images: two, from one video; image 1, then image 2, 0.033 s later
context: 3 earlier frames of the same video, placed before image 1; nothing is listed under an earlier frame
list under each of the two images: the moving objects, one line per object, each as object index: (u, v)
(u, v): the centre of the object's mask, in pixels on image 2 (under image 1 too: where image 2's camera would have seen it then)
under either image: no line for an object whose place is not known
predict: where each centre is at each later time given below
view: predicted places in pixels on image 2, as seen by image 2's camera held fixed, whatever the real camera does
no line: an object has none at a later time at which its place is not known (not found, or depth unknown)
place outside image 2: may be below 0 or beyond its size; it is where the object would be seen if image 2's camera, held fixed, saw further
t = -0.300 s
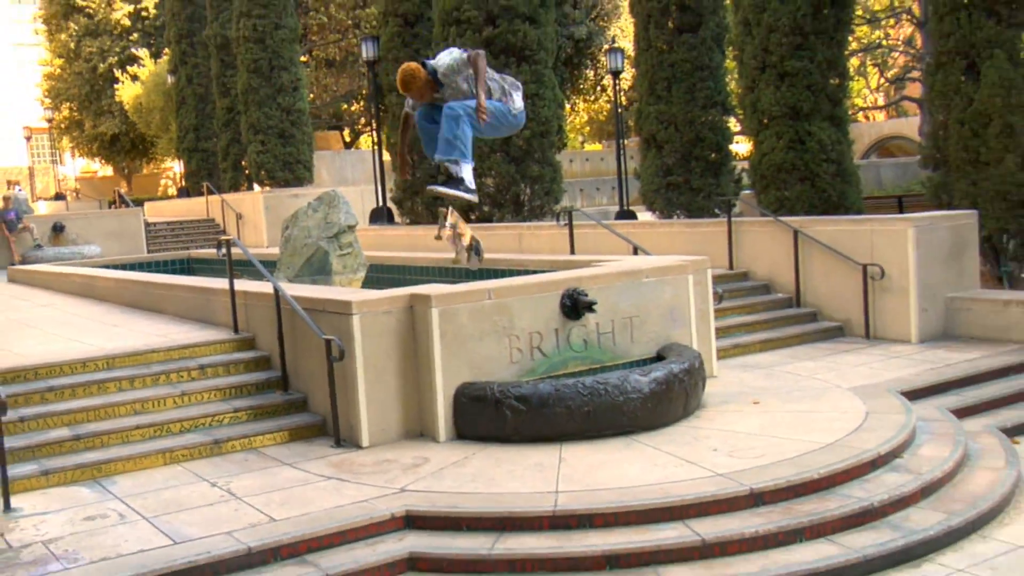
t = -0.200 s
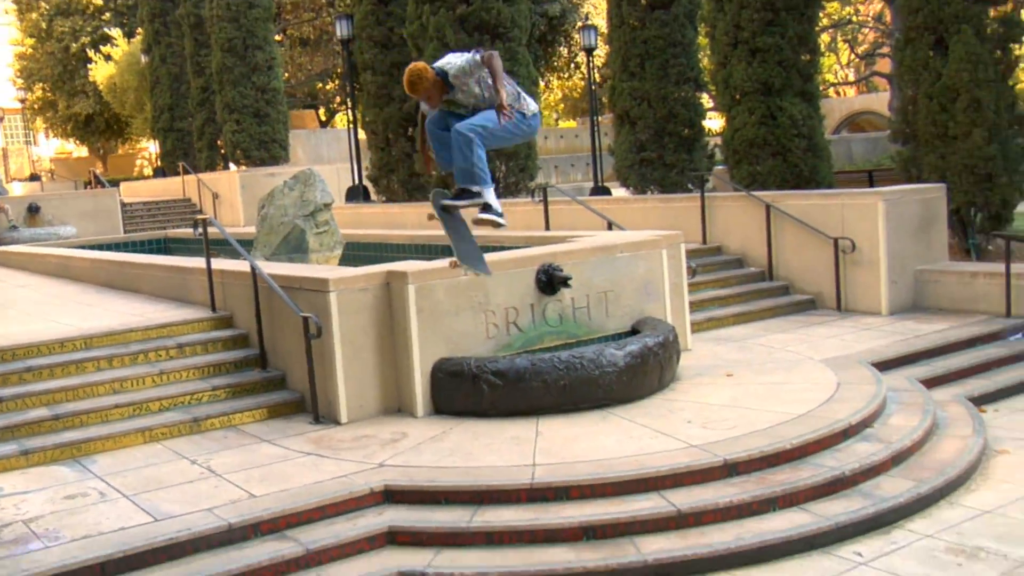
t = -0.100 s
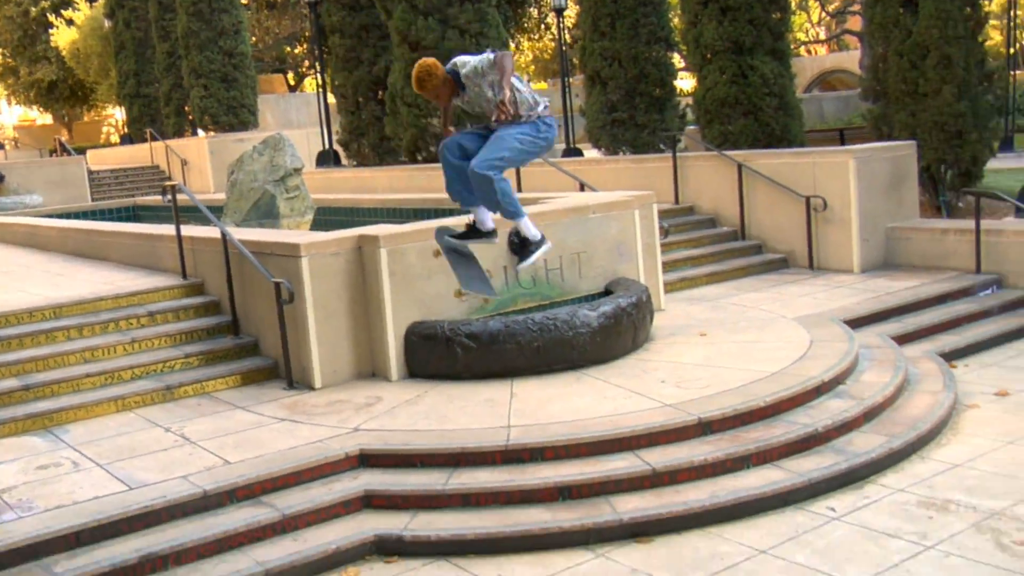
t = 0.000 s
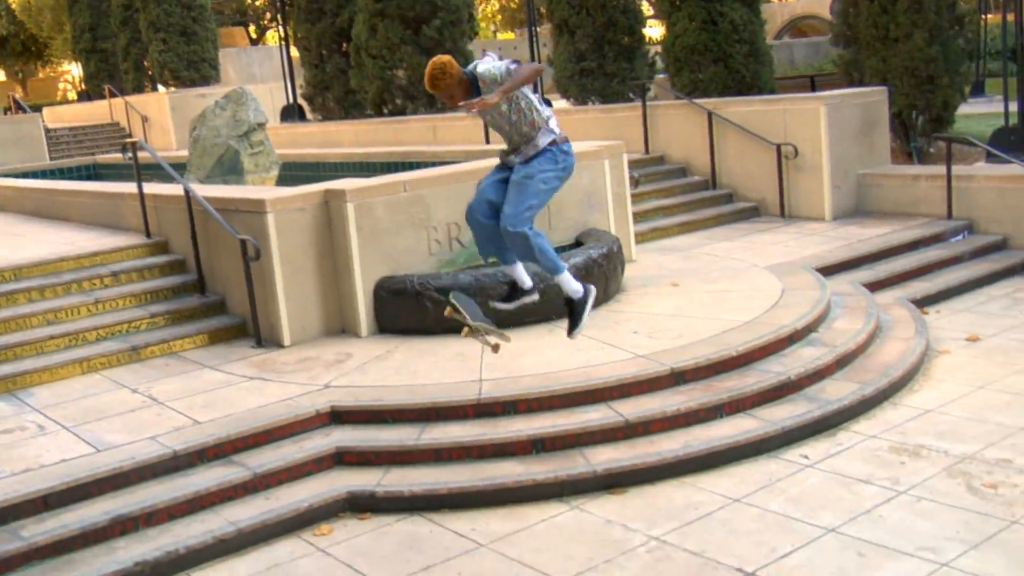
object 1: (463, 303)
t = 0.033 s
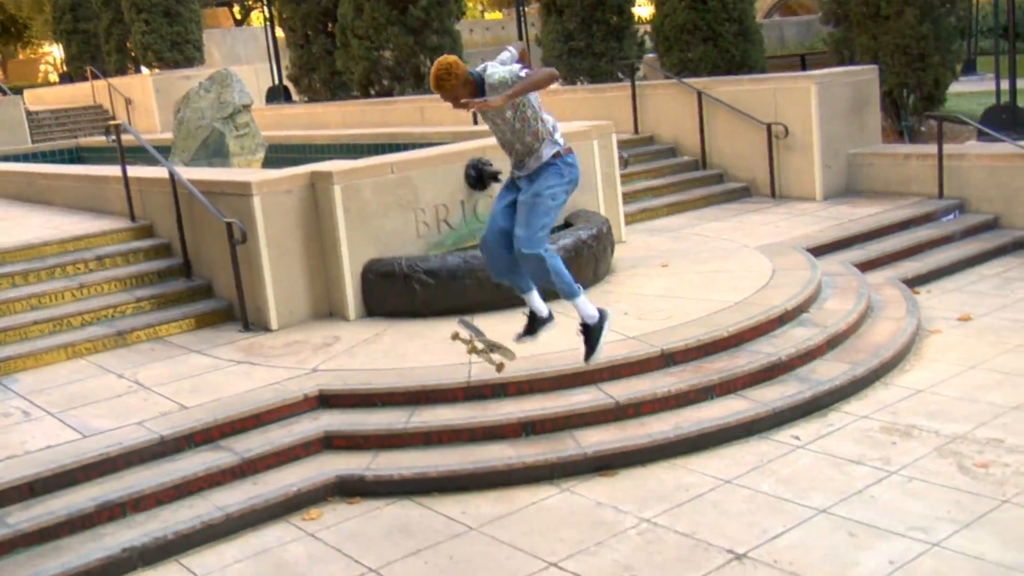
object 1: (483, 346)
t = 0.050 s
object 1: (492, 366)
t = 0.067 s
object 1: (502, 387)
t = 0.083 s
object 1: (512, 409)
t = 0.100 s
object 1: (521, 431)
